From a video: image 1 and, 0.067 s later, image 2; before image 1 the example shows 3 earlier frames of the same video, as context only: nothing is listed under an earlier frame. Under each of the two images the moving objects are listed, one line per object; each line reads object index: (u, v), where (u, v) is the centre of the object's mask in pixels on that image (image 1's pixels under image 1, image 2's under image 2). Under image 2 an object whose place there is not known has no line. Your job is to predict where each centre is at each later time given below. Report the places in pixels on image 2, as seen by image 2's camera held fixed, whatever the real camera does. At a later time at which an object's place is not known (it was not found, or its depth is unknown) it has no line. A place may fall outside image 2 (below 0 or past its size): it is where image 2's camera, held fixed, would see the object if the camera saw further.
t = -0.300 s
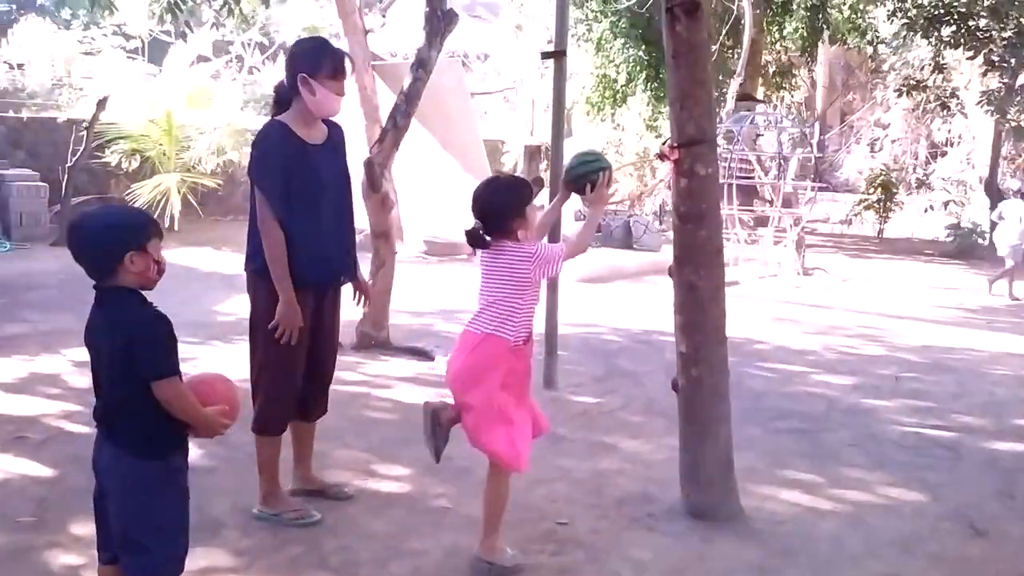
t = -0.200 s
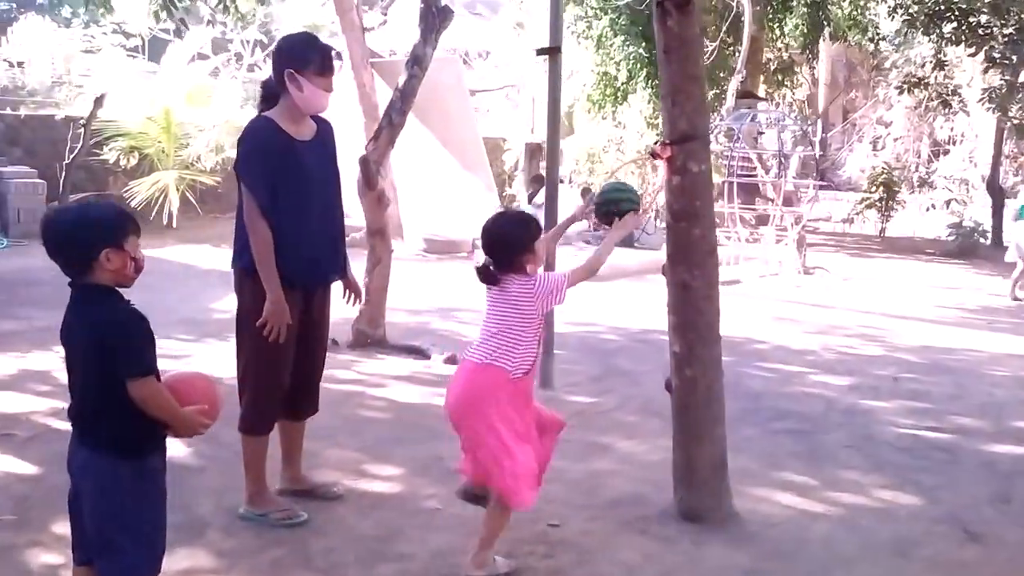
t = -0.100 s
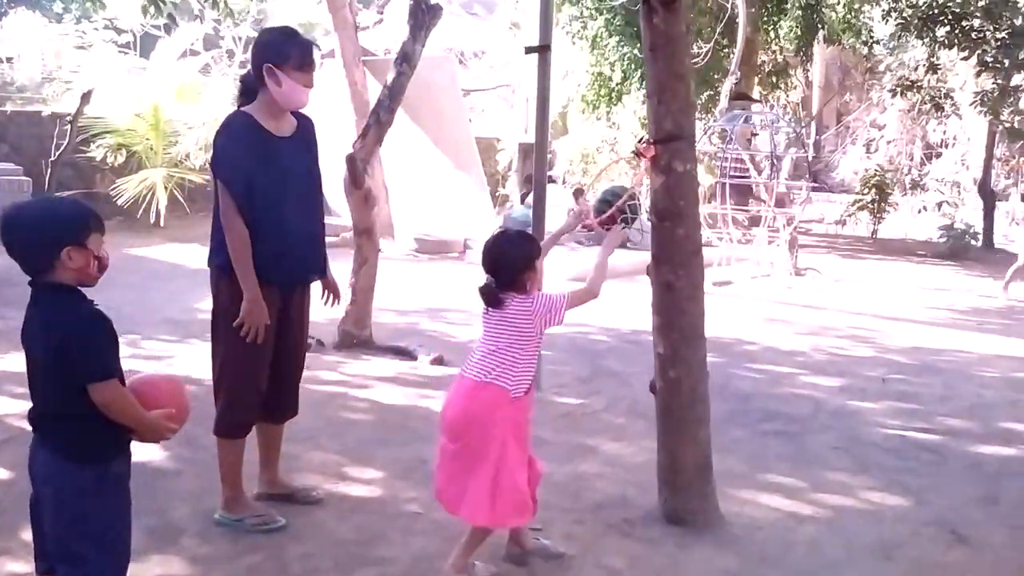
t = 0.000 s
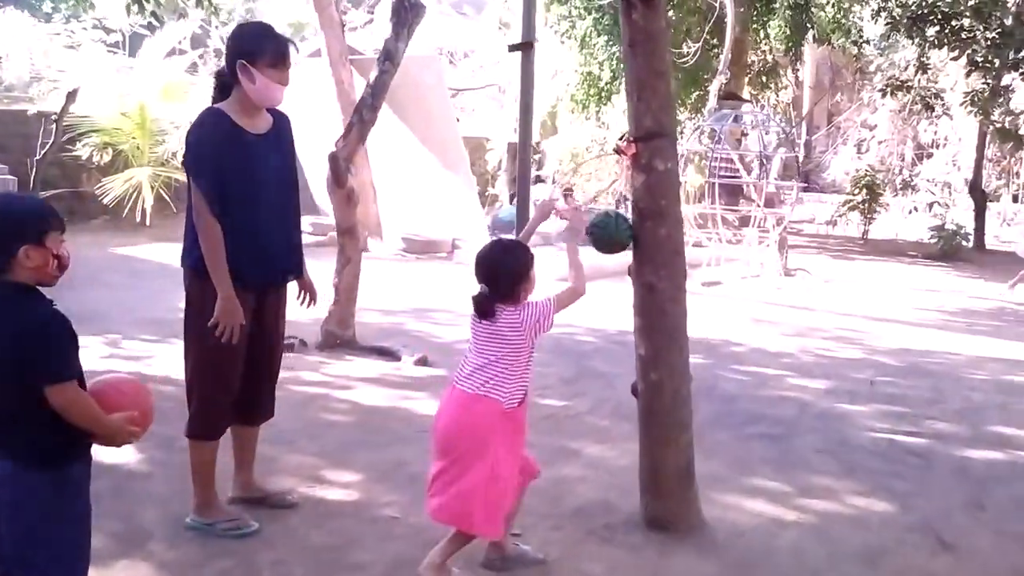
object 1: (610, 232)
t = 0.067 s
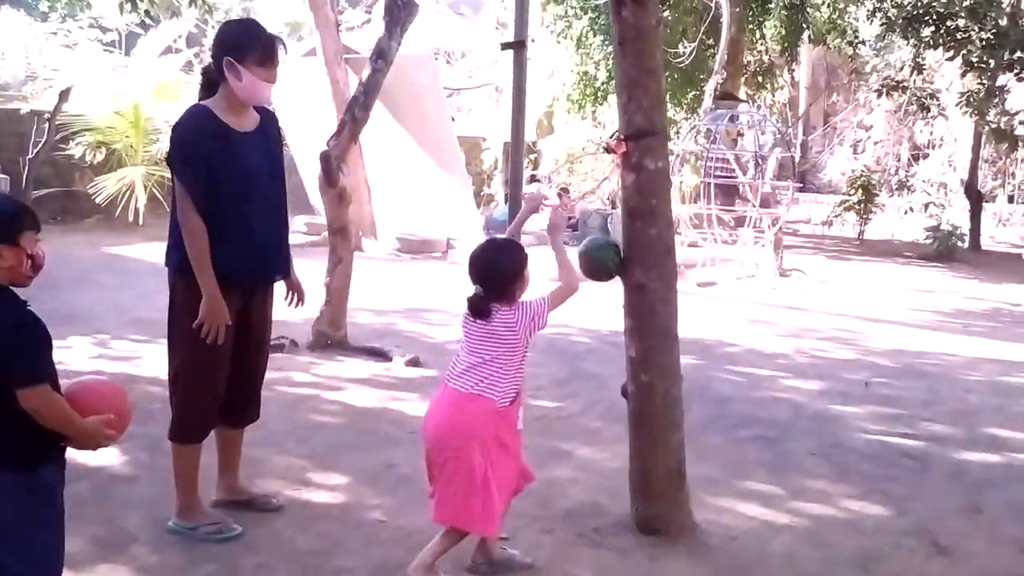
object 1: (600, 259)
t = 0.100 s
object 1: (599, 271)
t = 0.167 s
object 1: (589, 312)
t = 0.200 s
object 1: (585, 337)
